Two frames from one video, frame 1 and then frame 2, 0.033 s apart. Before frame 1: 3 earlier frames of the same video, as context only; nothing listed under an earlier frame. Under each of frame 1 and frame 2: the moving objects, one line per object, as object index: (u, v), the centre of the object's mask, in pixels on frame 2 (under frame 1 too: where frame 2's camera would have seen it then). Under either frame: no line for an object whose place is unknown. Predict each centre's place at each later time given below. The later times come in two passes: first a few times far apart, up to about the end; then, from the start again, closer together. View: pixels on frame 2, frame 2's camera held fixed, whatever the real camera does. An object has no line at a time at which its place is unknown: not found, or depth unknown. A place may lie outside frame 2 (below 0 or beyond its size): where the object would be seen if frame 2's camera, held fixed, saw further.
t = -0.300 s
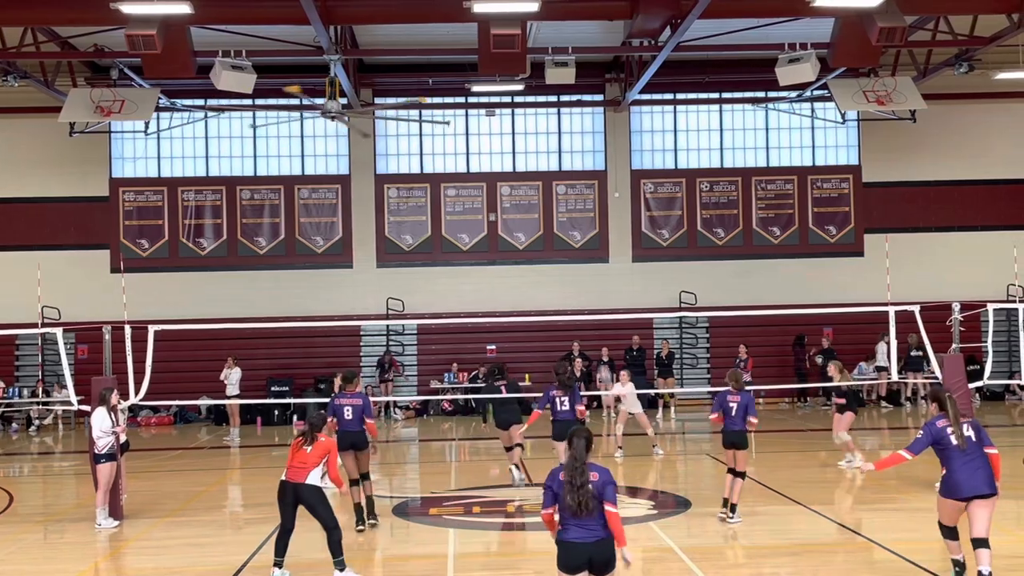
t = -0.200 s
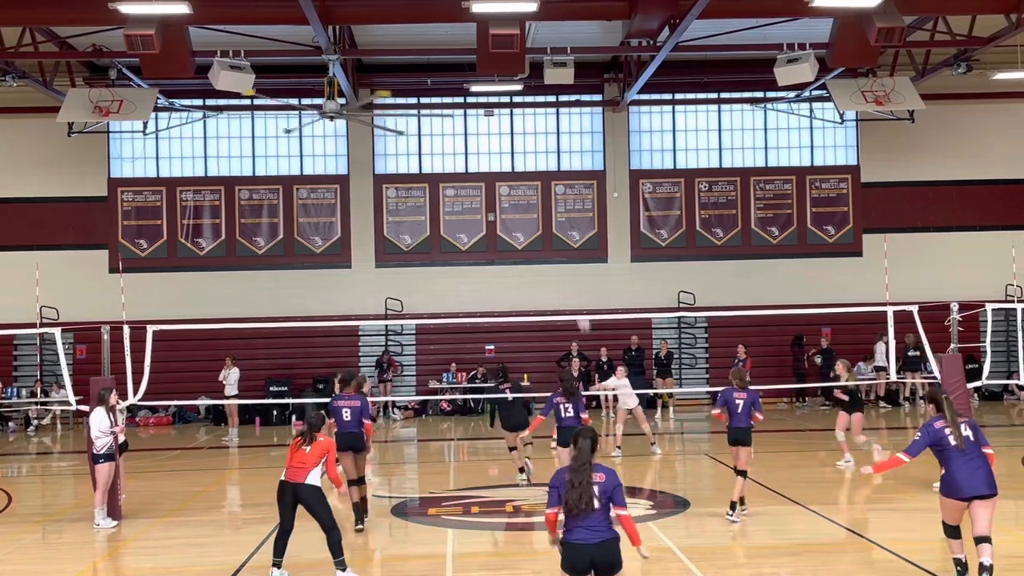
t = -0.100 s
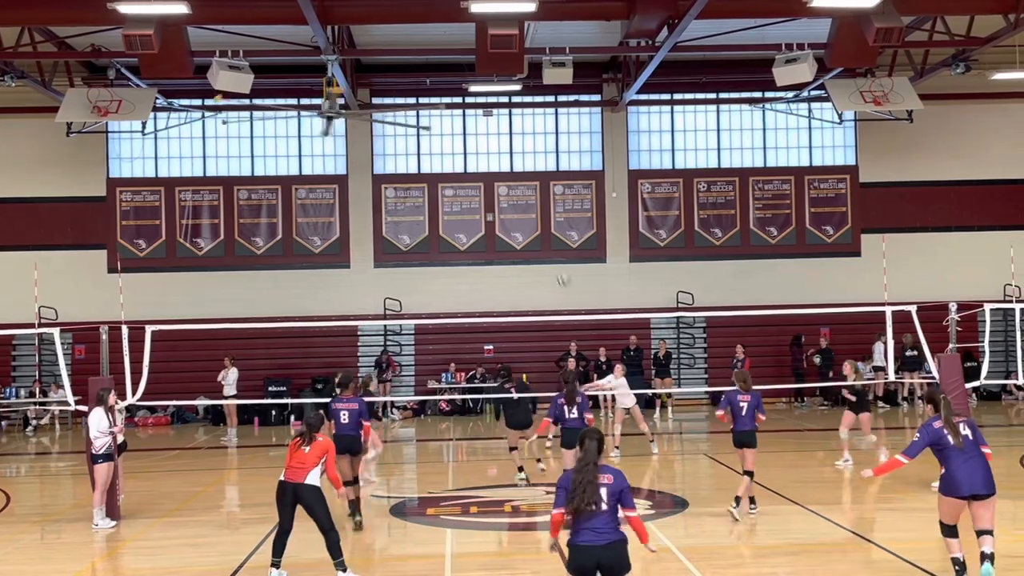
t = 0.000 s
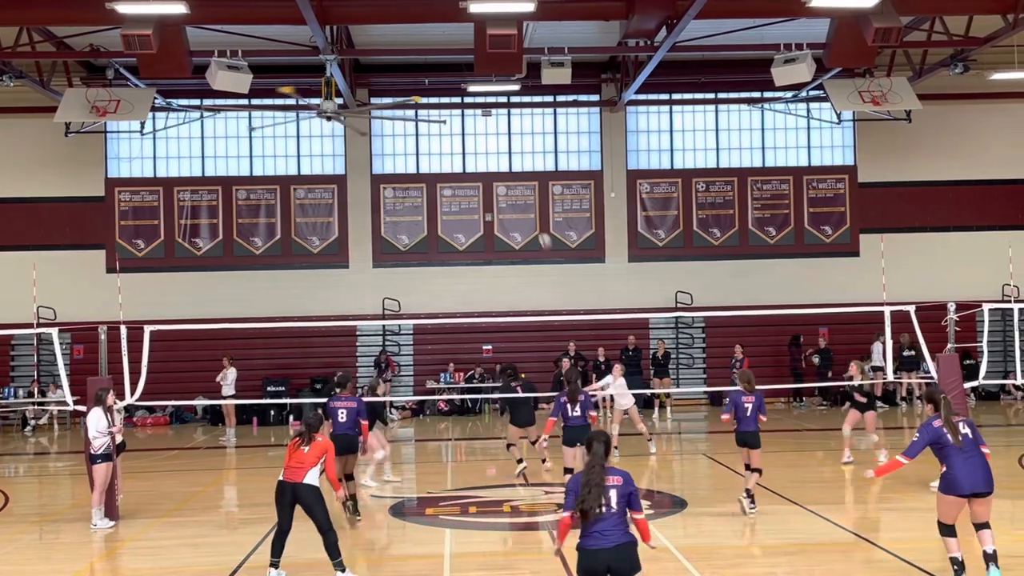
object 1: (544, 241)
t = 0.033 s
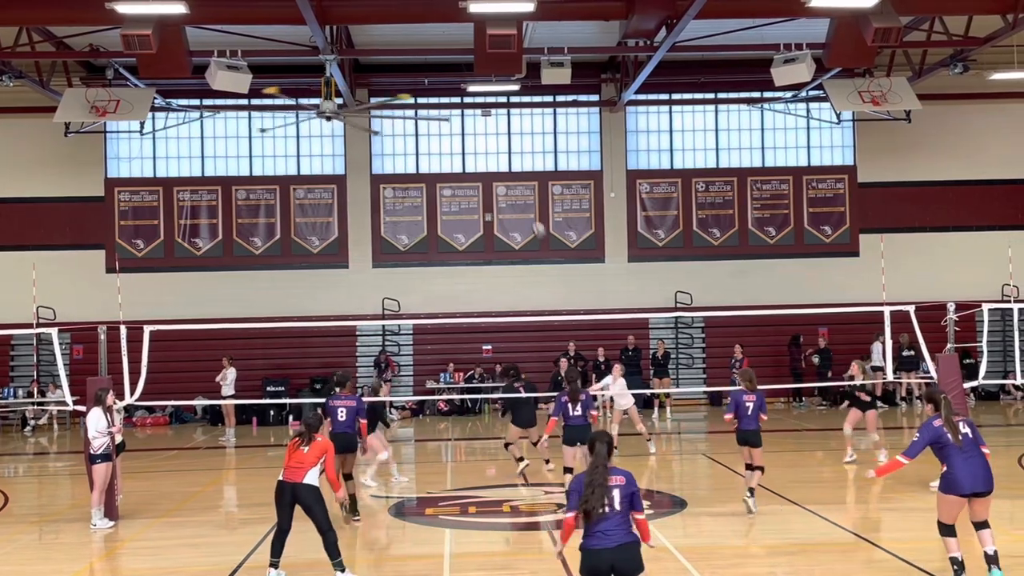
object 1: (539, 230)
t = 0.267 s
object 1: (497, 170)
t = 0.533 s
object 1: (452, 143)
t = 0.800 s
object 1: (407, 161)
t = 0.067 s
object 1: (532, 219)
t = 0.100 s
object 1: (527, 207)
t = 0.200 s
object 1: (509, 182)
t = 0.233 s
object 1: (503, 176)
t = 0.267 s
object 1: (497, 170)
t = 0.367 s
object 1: (480, 155)
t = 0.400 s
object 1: (474, 151)
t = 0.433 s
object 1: (469, 147)
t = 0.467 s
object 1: (463, 145)
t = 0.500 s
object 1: (457, 143)
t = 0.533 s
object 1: (452, 143)
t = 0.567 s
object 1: (446, 143)
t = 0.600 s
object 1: (441, 143)
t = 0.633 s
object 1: (436, 143)
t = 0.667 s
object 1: (430, 146)
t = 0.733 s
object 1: (419, 151)
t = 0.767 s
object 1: (413, 156)
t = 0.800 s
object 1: (407, 161)
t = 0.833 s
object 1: (402, 166)
